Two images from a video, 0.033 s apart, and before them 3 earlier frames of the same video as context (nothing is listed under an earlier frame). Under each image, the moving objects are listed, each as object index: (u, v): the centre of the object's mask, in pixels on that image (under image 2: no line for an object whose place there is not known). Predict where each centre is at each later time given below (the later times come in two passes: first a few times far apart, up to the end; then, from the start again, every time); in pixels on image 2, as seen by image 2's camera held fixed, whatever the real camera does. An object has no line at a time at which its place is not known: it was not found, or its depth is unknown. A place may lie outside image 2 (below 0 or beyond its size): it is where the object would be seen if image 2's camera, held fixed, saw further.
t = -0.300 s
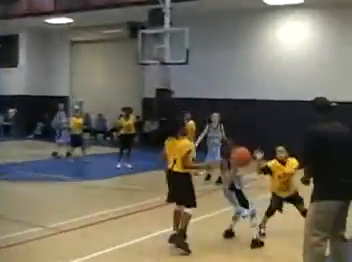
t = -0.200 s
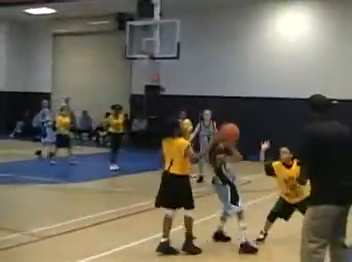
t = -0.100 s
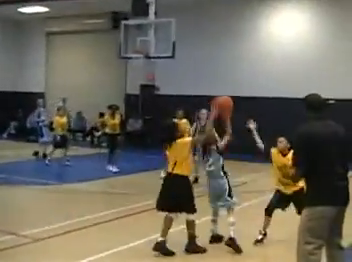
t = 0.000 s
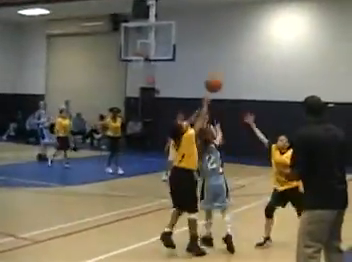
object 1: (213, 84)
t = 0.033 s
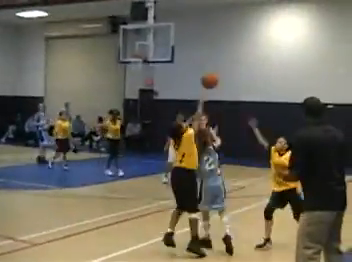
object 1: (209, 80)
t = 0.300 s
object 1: (191, 70)
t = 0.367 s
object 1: (187, 74)
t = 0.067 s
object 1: (207, 76)
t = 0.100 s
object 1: (204, 73)
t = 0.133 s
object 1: (201, 70)
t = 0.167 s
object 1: (199, 69)
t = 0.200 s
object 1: (197, 68)
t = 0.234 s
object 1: (195, 68)
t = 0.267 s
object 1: (193, 69)
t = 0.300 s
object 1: (191, 70)
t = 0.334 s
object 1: (189, 72)
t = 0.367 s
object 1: (187, 74)
